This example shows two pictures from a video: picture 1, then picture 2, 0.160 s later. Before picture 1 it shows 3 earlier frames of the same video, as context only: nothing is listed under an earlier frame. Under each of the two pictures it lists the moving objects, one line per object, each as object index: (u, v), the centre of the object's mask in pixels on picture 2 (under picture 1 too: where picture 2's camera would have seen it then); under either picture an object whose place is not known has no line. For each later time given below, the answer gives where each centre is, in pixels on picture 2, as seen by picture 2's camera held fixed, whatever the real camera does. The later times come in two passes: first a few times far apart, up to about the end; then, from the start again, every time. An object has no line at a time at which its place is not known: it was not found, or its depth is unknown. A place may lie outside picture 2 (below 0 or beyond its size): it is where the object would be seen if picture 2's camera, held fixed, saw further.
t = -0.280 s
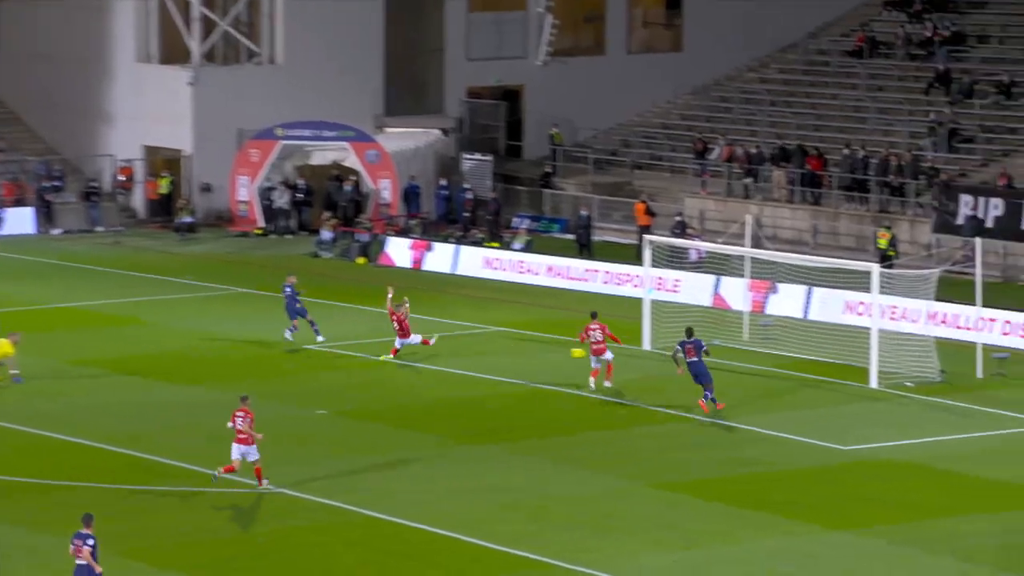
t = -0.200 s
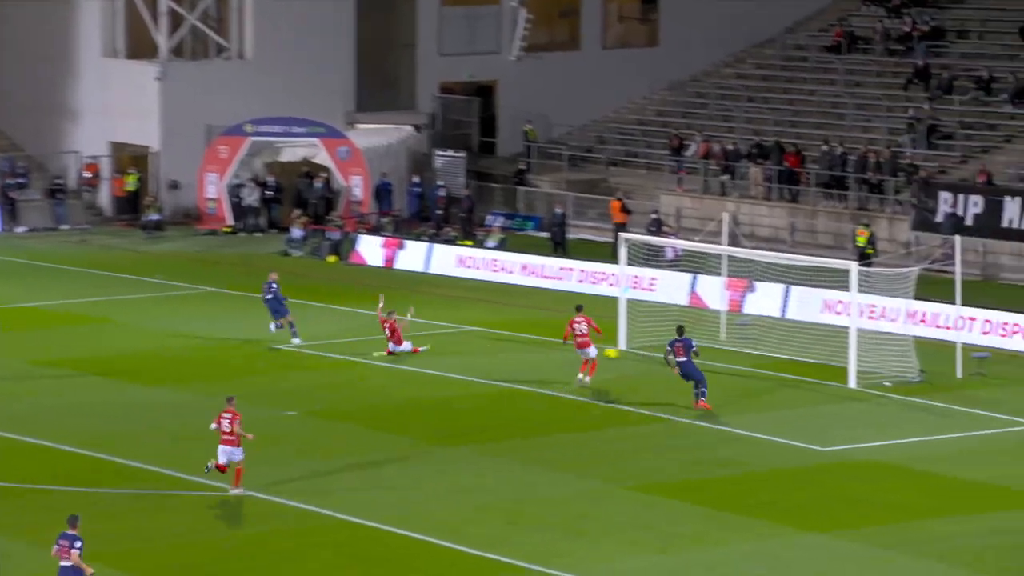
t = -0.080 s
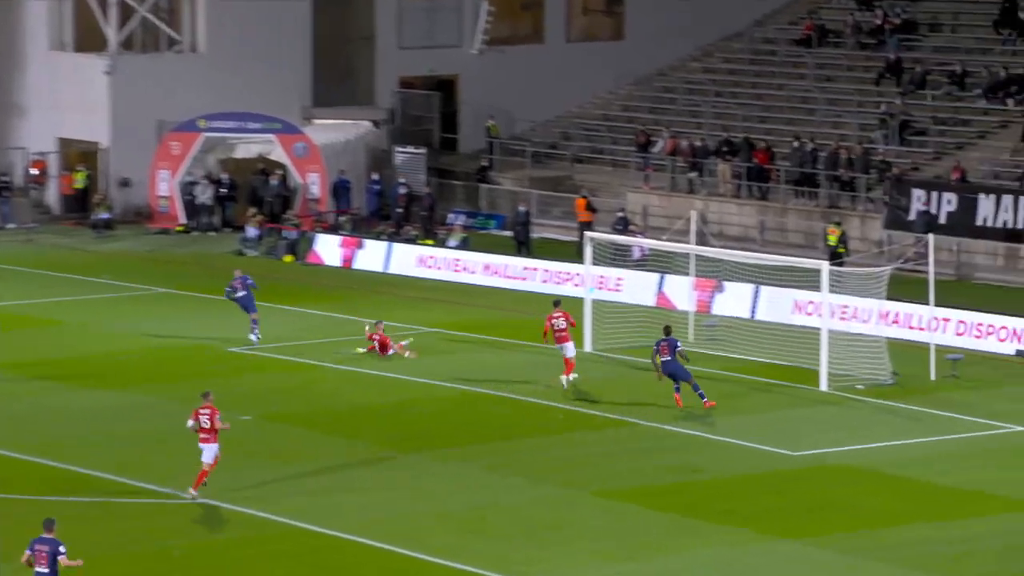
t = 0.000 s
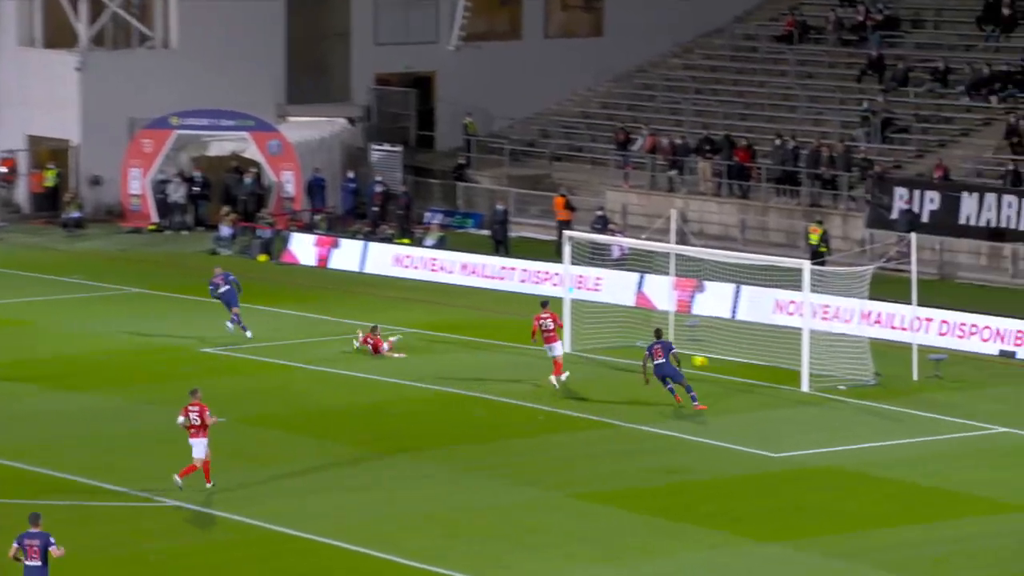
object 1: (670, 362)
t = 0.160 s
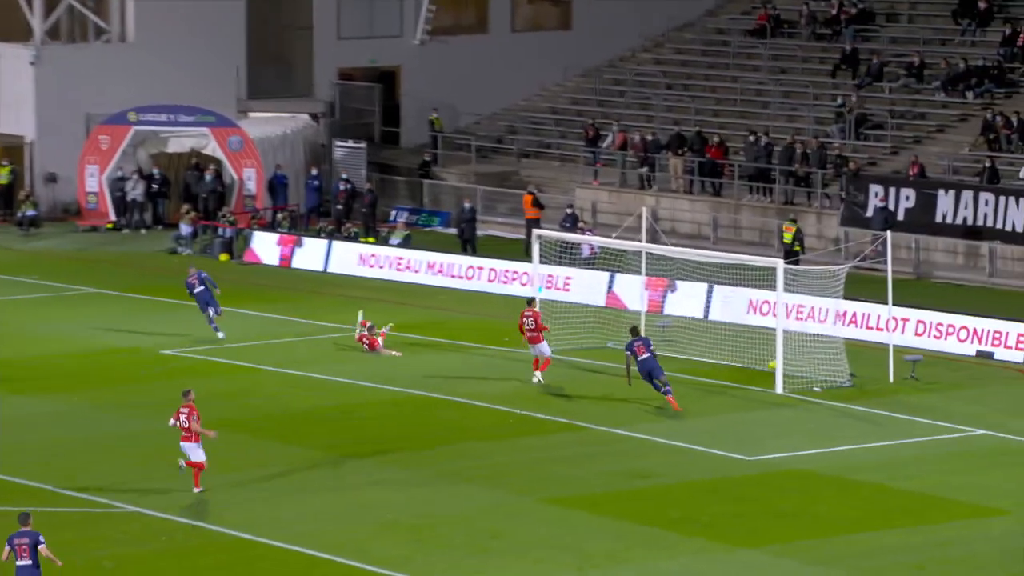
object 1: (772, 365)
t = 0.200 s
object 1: (794, 360)
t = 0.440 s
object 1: (841, 336)
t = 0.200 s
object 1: (794, 360)
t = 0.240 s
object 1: (808, 354)
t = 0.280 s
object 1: (819, 350)
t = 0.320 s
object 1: (828, 345)
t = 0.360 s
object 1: (834, 342)
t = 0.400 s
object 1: (838, 339)
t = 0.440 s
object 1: (841, 336)
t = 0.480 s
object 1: (842, 332)
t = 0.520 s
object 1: (843, 330)
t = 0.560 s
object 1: (843, 329)
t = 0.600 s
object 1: (843, 328)
